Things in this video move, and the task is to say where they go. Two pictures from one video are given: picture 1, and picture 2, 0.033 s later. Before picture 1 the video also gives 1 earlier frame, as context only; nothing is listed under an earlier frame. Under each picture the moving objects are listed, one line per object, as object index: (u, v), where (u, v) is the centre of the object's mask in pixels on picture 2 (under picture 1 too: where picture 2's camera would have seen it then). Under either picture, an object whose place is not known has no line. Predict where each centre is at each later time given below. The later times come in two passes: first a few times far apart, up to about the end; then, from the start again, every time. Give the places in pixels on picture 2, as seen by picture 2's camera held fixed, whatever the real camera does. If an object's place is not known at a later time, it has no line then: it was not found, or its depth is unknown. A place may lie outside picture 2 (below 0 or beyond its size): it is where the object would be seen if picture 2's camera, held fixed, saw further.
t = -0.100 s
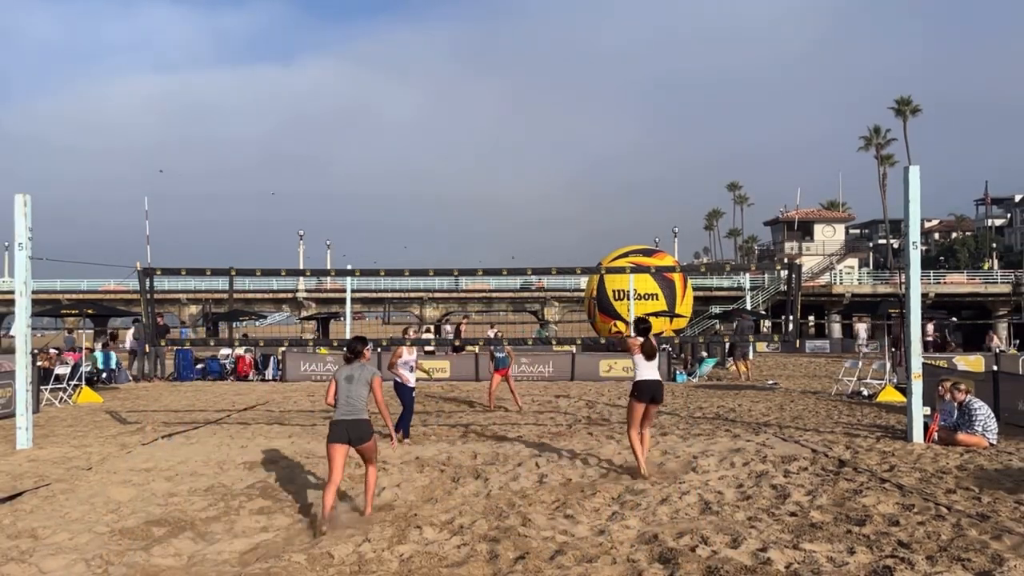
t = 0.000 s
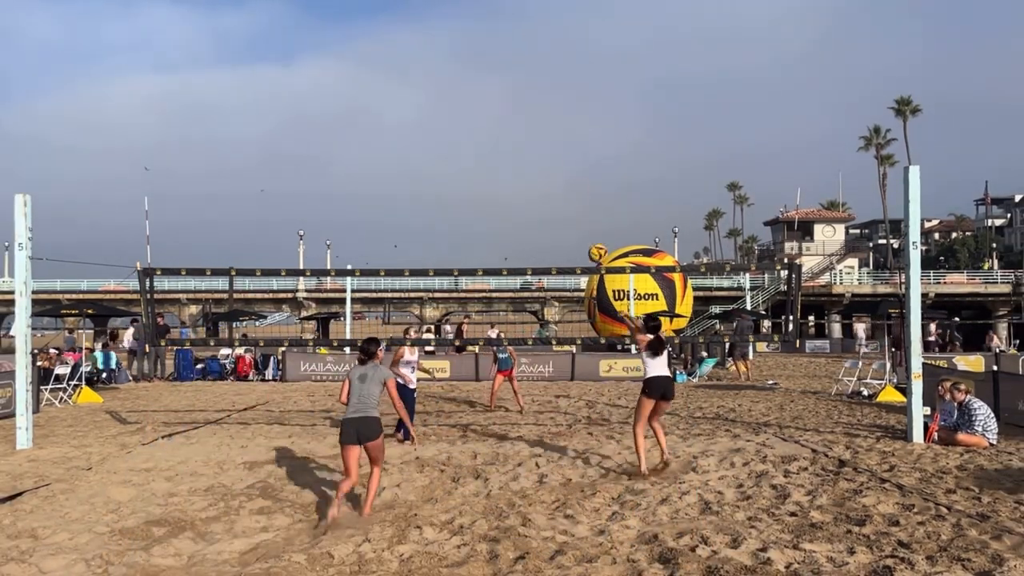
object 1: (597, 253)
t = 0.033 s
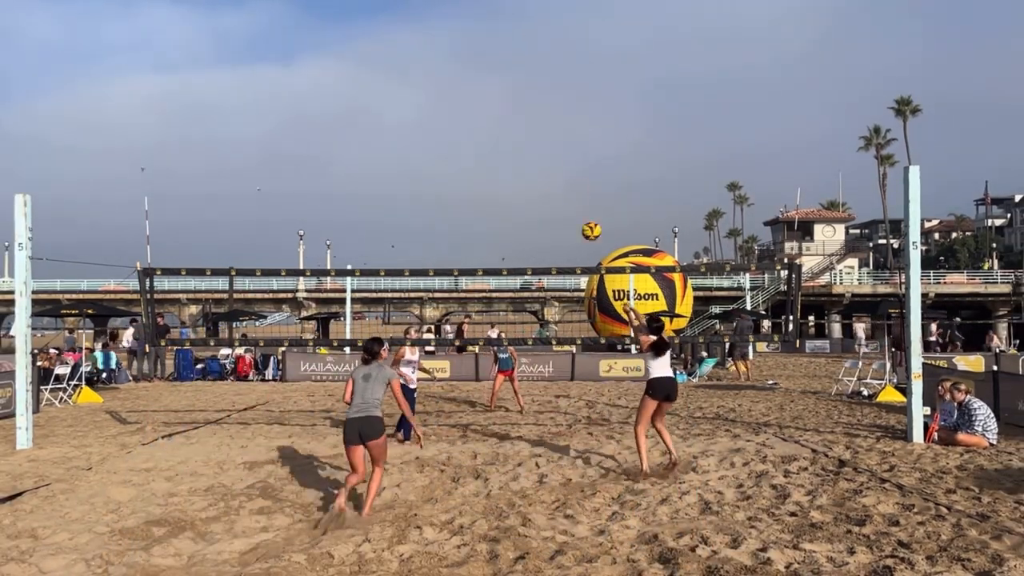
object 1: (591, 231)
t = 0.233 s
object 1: (556, 120)
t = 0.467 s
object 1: (519, 43)
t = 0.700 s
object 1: (486, 14)
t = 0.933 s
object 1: (458, 30)
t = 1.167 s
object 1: (431, 86)
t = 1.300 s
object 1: (419, 134)
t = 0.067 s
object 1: (585, 209)
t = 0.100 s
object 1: (579, 189)
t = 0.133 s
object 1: (573, 170)
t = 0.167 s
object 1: (567, 153)
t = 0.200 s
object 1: (561, 136)
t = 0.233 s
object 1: (556, 120)
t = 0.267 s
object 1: (550, 106)
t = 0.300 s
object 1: (545, 92)
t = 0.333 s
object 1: (539, 80)
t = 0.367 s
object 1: (534, 69)
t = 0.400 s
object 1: (529, 59)
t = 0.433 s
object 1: (523, 51)
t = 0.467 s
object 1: (519, 43)
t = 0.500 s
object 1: (514, 36)
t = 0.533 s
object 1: (509, 30)
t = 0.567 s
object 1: (505, 25)
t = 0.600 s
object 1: (501, 21)
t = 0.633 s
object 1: (496, 17)
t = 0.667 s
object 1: (491, 15)
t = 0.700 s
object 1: (486, 14)
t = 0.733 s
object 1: (482, 13)
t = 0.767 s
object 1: (477, 14)
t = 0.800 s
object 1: (473, 16)
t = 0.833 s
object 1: (469, 18)
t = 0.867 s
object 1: (465, 21)
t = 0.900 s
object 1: (461, 25)
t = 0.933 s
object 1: (458, 30)
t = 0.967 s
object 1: (453, 35)
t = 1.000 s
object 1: (449, 42)
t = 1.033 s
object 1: (445, 49)
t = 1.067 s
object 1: (442, 57)
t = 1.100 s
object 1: (438, 66)
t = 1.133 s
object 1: (435, 76)
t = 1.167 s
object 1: (431, 86)
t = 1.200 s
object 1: (428, 98)
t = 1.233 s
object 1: (425, 109)
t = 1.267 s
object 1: (422, 121)
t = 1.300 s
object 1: (419, 134)
